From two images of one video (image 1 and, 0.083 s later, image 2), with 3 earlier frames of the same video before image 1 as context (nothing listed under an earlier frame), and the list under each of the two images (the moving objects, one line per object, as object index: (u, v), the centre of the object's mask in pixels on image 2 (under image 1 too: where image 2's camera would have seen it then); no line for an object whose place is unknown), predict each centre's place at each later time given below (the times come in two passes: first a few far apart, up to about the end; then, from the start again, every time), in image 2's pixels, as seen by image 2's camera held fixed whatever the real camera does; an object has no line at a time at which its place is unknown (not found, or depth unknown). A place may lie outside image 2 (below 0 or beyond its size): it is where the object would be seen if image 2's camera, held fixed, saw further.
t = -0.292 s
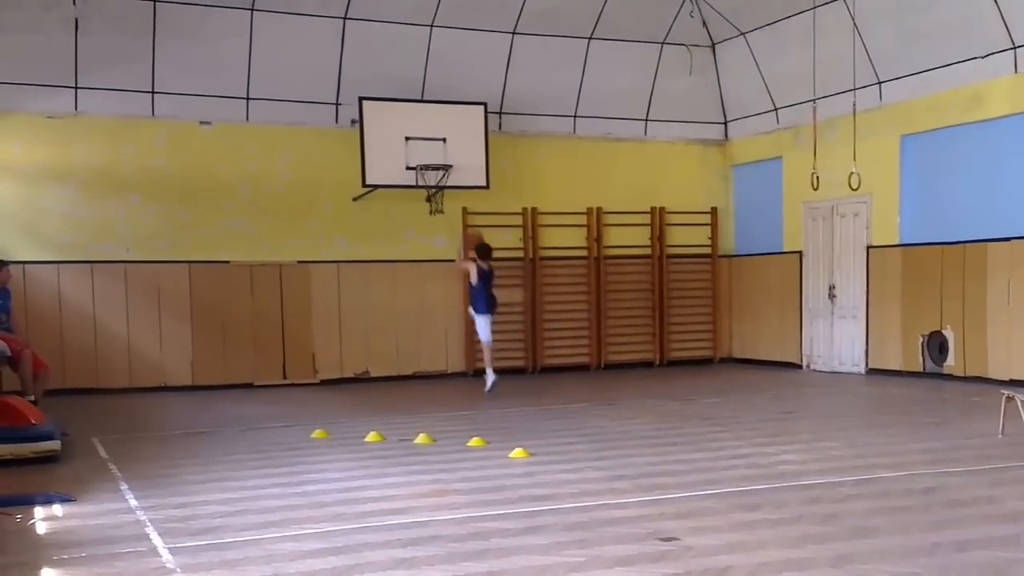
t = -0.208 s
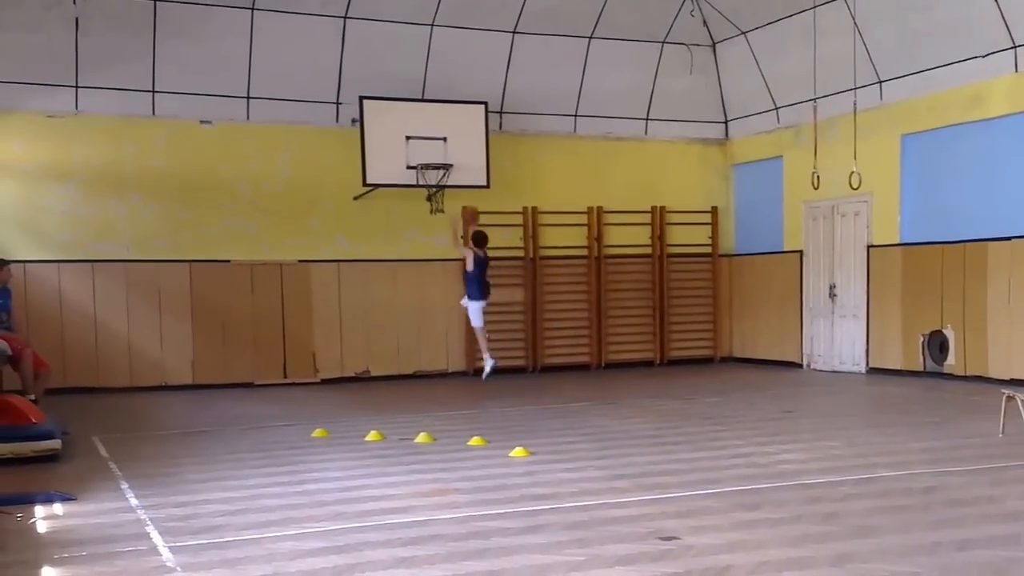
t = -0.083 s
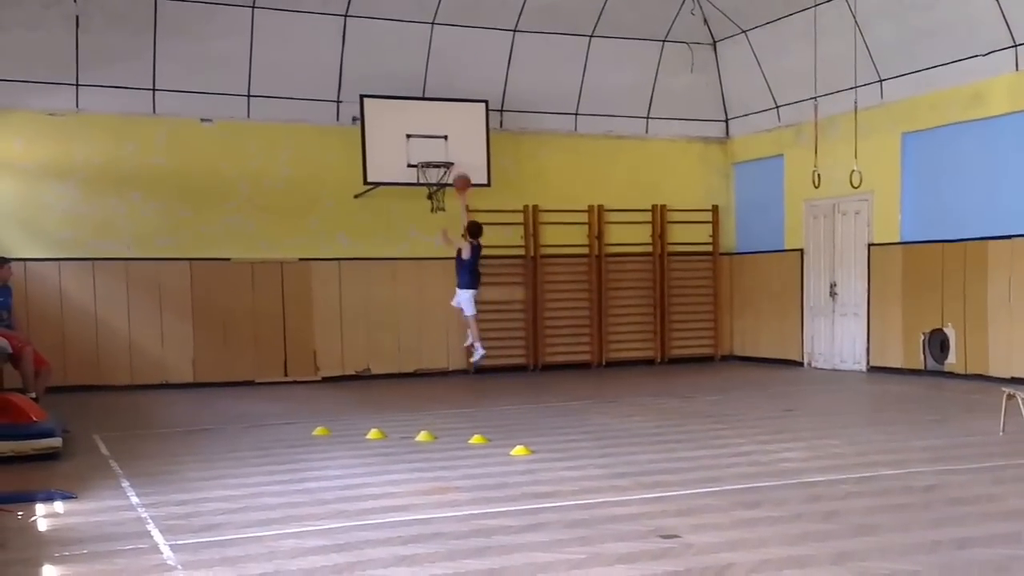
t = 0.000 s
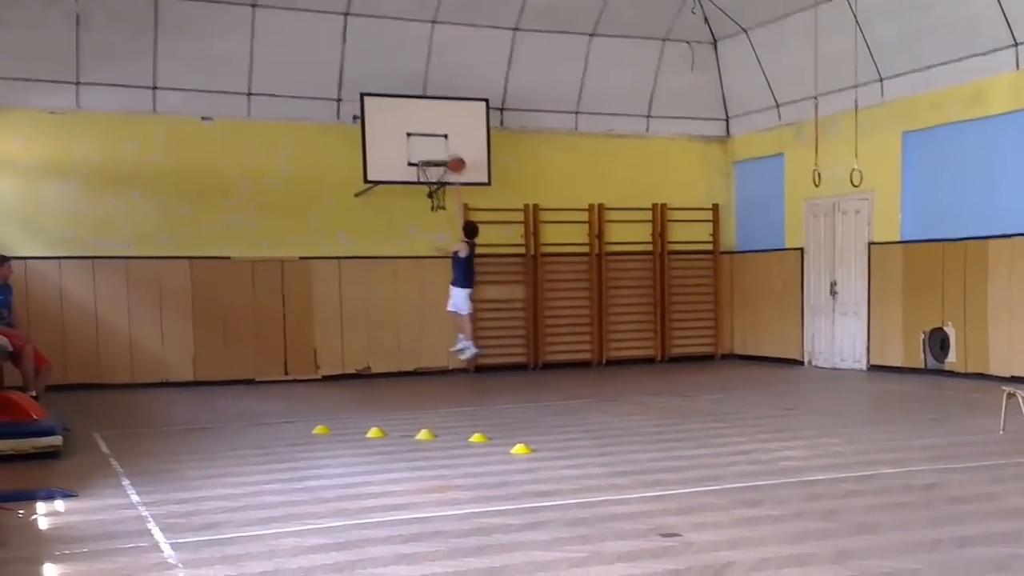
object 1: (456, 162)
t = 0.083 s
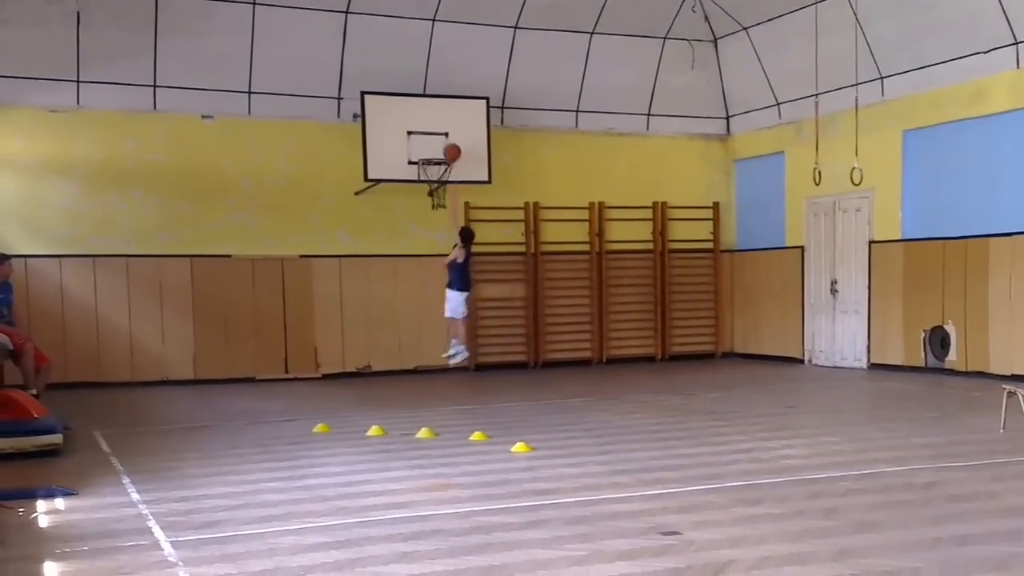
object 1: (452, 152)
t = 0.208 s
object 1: (445, 145)
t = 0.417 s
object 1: (435, 158)
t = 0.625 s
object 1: (439, 172)
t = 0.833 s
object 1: (441, 172)
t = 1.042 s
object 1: (441, 173)
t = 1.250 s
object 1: (438, 174)
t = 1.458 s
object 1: (436, 185)
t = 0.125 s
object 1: (449, 147)
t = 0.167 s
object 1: (447, 145)
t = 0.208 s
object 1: (445, 145)
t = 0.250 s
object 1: (443, 145)
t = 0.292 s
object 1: (441, 147)
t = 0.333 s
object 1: (439, 150)
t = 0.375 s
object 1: (437, 153)
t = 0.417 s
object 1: (435, 158)
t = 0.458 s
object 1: (436, 158)
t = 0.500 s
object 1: (436, 160)
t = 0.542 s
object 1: (437, 163)
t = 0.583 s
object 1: (438, 167)
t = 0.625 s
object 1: (439, 172)
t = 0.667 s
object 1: (440, 173)
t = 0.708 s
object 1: (440, 172)
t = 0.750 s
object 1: (440, 172)
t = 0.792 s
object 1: (441, 172)
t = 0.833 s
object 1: (441, 172)
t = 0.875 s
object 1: (441, 172)
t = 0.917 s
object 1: (441, 172)
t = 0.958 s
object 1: (441, 172)
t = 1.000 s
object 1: (441, 172)
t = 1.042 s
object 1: (441, 173)
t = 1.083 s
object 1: (441, 173)
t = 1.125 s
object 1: (440, 174)
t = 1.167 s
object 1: (439, 174)
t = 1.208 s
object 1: (439, 174)
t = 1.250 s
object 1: (438, 174)
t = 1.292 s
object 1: (438, 174)
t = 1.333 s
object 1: (437, 175)
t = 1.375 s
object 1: (437, 176)
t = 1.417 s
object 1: (436, 179)
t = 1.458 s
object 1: (436, 185)
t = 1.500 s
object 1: (435, 189)
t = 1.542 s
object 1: (436, 192)
